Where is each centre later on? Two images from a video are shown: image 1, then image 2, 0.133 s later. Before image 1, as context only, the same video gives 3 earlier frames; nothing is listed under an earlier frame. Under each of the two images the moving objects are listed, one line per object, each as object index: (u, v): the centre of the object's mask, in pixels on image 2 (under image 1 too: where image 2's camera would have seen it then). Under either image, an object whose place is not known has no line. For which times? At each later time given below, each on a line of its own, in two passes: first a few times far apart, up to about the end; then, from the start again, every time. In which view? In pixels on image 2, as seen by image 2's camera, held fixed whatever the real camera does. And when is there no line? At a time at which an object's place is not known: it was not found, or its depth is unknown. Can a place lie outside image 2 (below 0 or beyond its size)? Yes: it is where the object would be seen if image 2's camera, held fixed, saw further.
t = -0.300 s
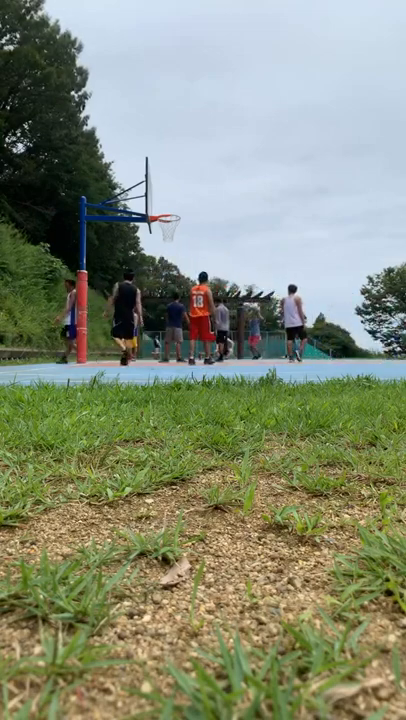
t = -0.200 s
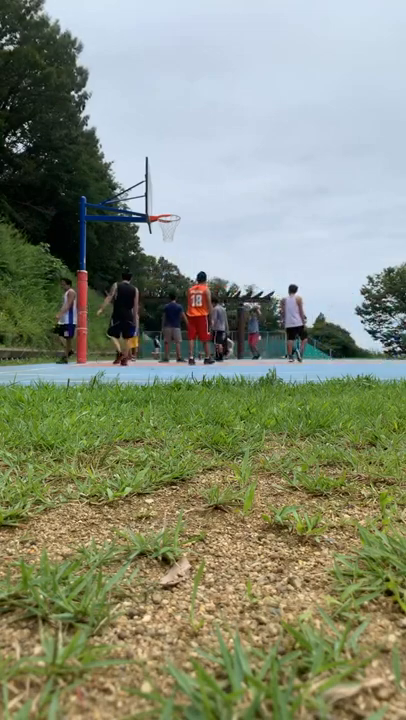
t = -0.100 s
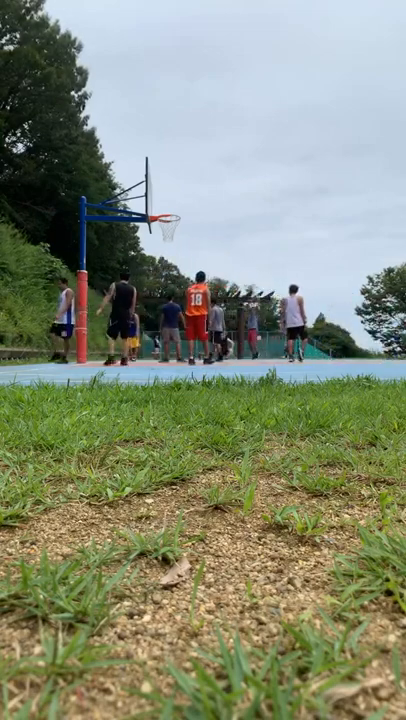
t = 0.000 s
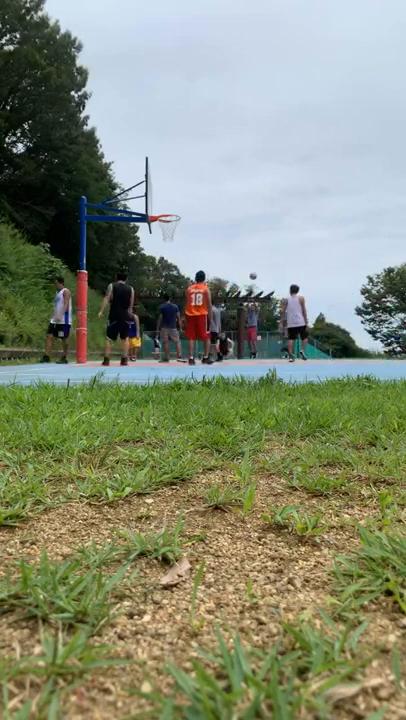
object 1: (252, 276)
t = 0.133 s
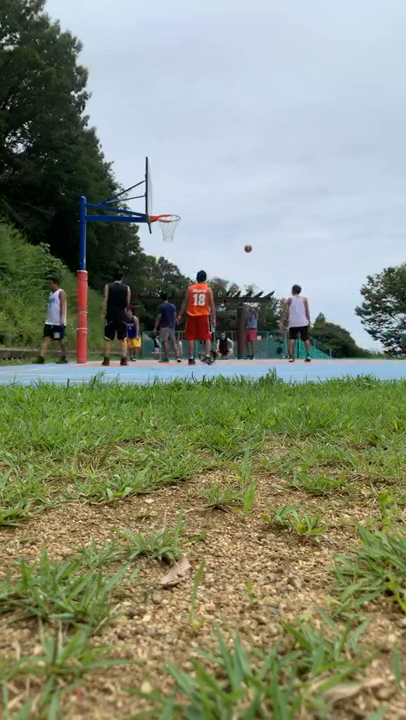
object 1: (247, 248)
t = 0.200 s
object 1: (245, 236)
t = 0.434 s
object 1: (235, 202)
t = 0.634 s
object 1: (225, 186)
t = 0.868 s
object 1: (212, 185)
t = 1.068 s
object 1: (200, 203)
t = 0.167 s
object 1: (246, 242)
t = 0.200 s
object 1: (245, 236)
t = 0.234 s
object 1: (243, 230)
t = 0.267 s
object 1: (242, 225)
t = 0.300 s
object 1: (241, 220)
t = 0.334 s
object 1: (239, 215)
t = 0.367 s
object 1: (238, 210)
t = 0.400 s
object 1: (236, 206)
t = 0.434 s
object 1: (235, 202)
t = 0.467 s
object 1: (233, 199)
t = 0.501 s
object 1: (232, 195)
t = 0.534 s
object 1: (230, 192)
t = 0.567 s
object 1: (228, 190)
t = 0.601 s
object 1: (226, 188)
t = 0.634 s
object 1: (225, 186)
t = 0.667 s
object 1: (223, 185)
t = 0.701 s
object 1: (221, 184)
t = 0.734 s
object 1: (220, 183)
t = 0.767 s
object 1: (218, 183)
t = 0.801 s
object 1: (216, 183)
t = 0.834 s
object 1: (214, 184)
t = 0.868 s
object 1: (212, 185)
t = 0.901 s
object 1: (210, 187)
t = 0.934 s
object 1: (208, 189)
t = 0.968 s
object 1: (206, 191)
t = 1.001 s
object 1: (204, 194)
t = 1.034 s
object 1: (202, 198)
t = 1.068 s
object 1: (200, 203)
